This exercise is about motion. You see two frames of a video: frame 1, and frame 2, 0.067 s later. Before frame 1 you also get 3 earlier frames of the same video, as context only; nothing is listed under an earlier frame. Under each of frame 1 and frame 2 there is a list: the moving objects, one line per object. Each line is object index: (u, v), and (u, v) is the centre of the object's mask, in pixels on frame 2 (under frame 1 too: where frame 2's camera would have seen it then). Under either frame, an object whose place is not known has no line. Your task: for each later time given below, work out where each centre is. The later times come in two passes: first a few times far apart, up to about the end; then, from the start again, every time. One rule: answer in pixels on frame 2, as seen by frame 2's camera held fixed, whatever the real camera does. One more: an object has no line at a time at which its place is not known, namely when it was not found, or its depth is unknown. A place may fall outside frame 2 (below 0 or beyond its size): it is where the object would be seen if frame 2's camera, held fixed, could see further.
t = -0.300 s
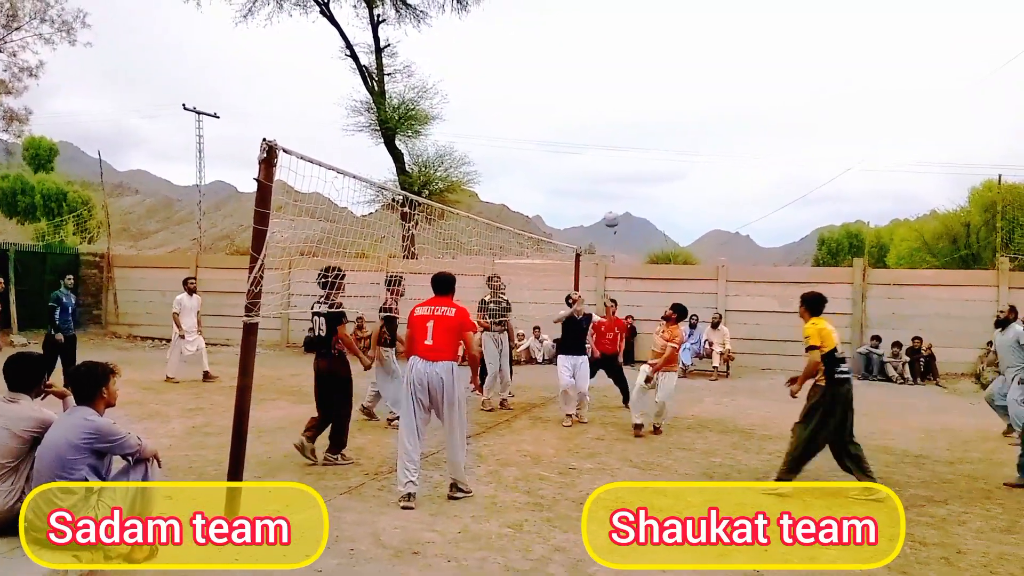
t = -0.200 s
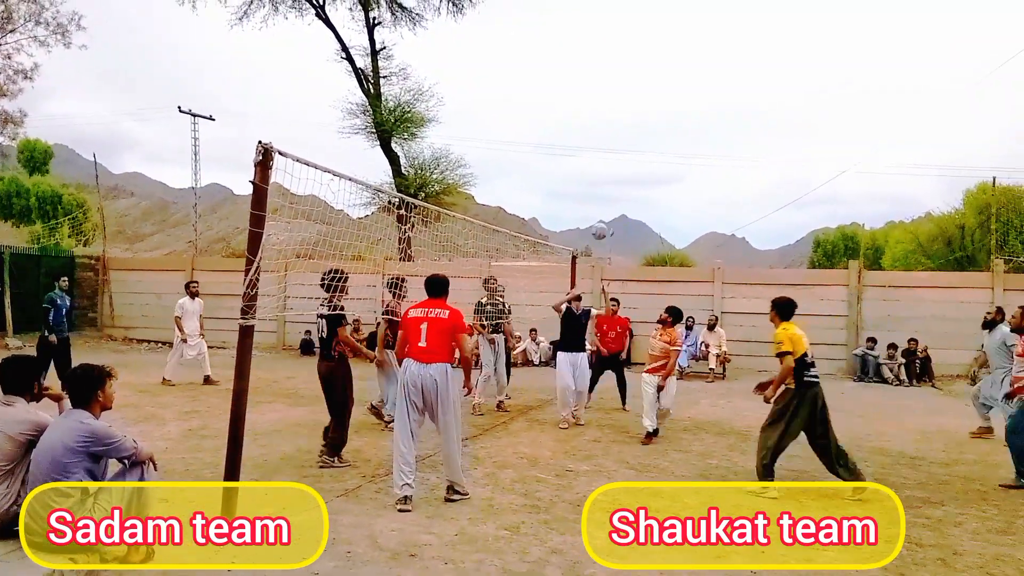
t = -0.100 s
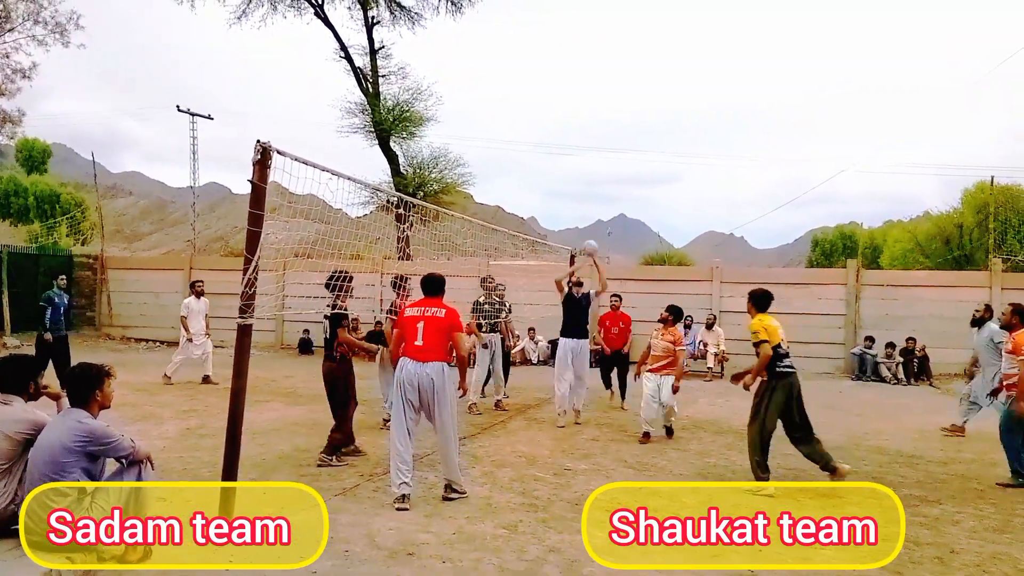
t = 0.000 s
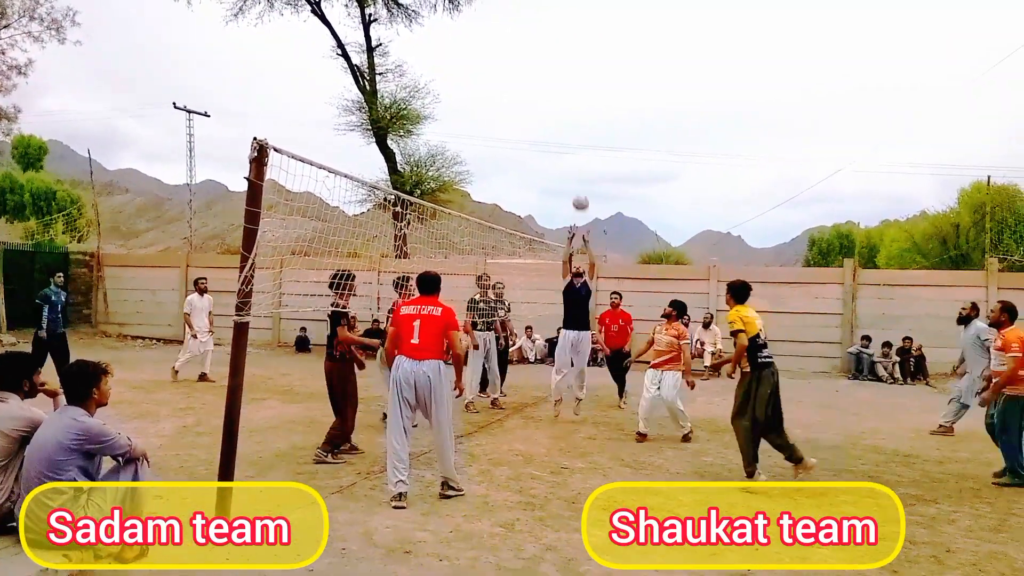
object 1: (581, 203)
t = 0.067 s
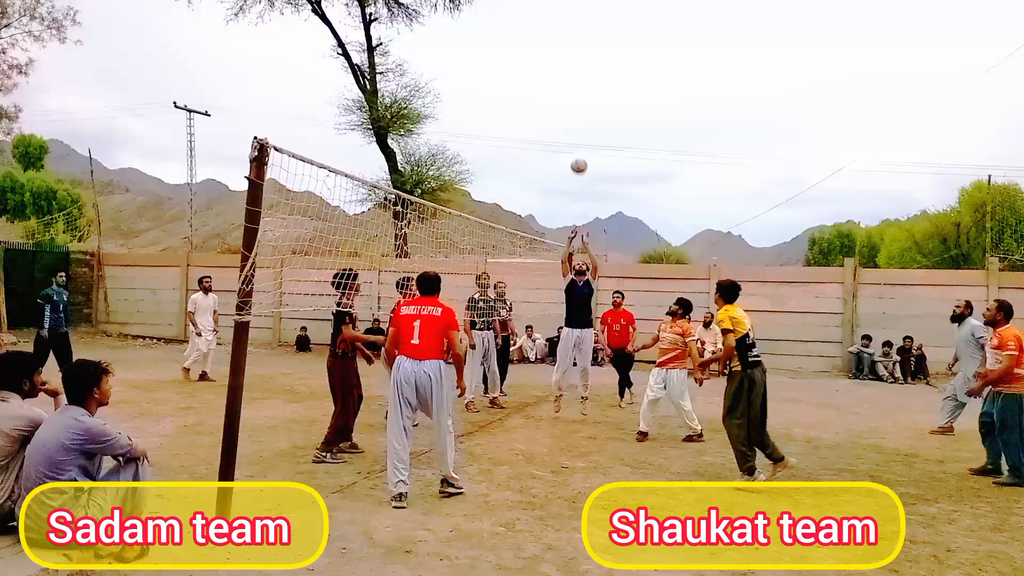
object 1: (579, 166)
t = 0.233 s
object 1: (572, 85)
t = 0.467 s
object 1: (563, 1)
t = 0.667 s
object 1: (554, -34)
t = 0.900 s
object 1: (538, -28)
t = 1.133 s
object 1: (518, 53)
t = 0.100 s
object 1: (578, 148)
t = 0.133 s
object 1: (576, 132)
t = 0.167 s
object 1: (575, 115)
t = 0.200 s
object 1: (573, 100)
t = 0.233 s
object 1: (572, 85)
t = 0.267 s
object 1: (571, 71)
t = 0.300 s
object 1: (570, 57)
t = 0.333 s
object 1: (569, 45)
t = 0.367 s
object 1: (567, 33)
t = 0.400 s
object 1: (566, 22)
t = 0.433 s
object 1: (565, 11)
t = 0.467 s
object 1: (563, 1)
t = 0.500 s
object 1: (562, -7)
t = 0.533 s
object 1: (560, -15)
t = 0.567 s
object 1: (559, -20)
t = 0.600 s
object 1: (557, -25)
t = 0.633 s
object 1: (556, -30)
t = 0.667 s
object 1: (554, -34)
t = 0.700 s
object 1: (552, -37)
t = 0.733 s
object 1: (549, -38)
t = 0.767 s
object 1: (547, -39)
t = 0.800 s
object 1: (545, -39)
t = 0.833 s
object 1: (543, -37)
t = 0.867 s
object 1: (541, -33)
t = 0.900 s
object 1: (538, -28)
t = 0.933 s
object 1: (536, -20)
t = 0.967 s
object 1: (533, -12)
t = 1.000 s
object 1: (531, -2)
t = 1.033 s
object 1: (528, 9)
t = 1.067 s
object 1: (525, 22)
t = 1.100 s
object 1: (522, 37)
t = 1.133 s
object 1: (518, 53)
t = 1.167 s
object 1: (515, 72)
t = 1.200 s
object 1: (512, 91)
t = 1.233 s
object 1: (508, 113)
